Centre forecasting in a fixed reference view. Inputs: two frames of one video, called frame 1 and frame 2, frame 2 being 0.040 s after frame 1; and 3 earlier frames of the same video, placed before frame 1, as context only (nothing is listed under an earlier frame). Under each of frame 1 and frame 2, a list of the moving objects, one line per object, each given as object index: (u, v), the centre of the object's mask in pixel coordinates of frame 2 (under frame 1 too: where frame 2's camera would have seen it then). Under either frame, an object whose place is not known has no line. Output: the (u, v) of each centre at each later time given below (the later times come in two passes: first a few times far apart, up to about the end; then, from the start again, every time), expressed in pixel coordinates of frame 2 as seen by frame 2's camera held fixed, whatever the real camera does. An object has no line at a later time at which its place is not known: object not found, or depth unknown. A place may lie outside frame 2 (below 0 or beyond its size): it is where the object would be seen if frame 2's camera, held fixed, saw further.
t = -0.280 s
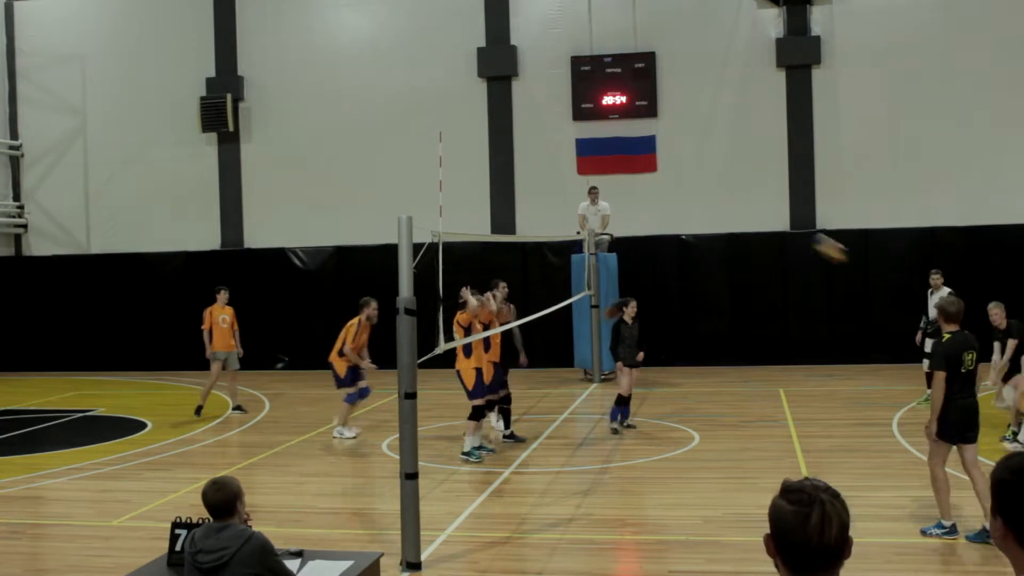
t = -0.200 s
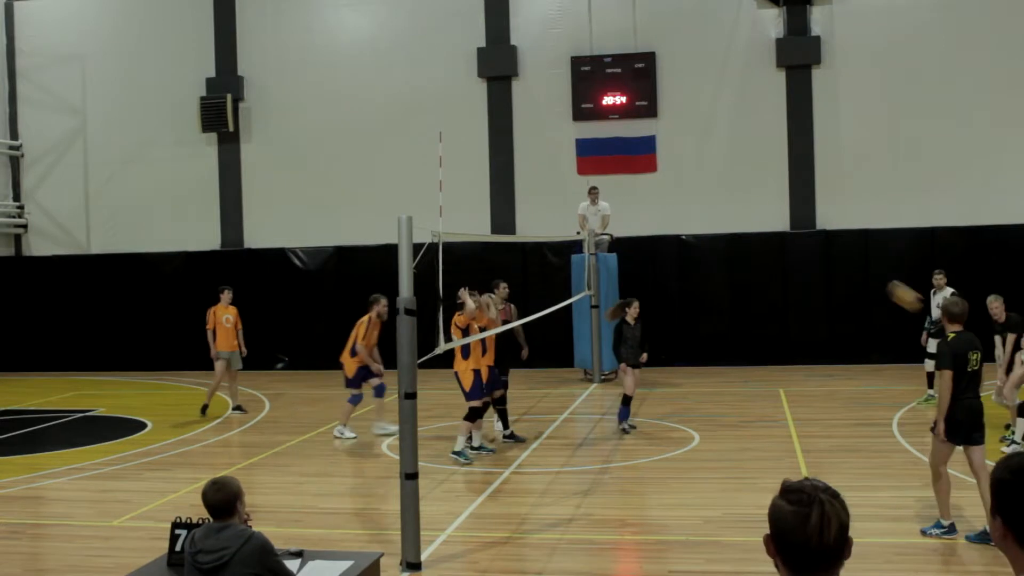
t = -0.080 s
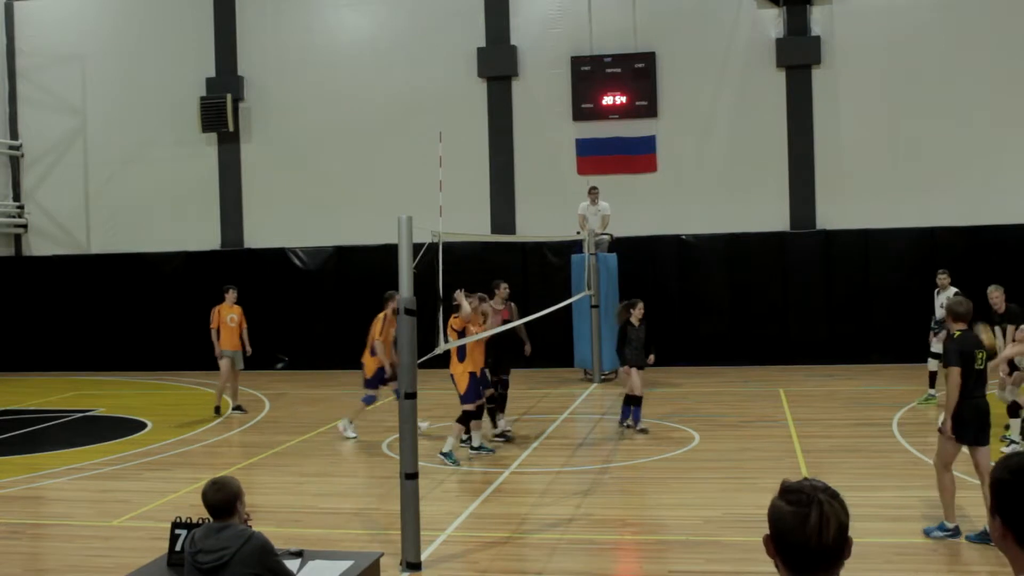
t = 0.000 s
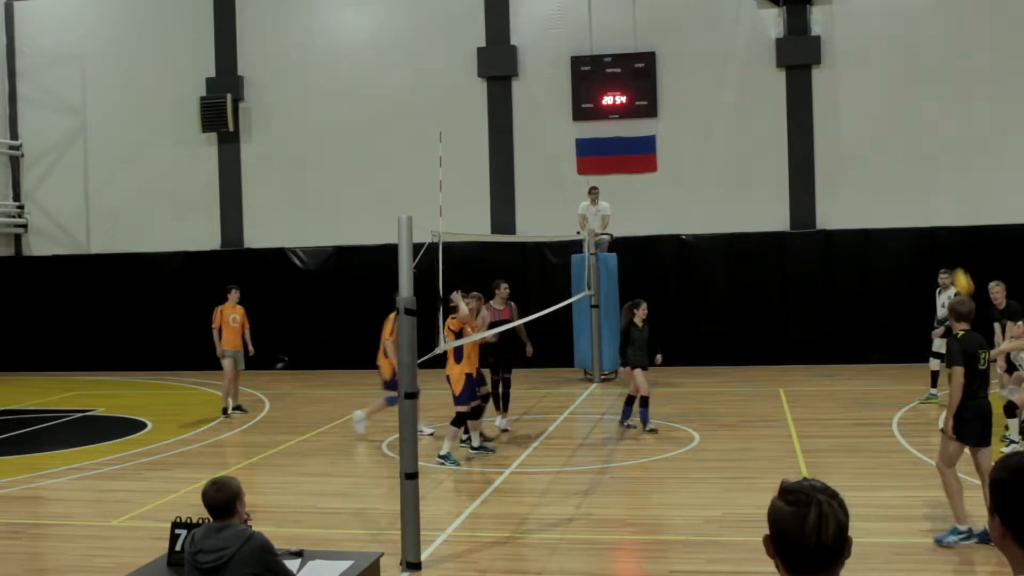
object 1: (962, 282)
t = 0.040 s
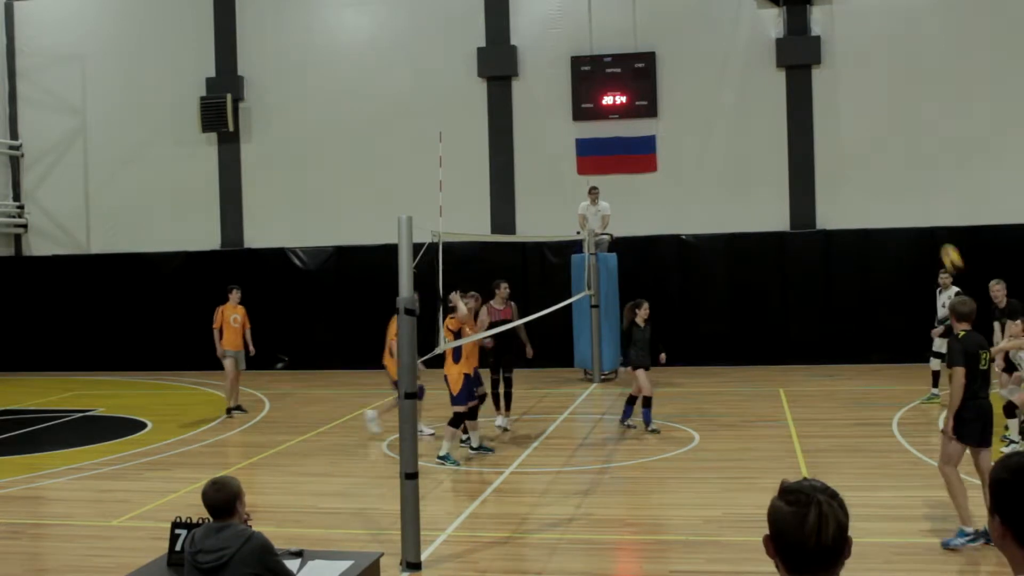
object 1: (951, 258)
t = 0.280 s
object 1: (893, 149)
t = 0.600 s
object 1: (828, 88)
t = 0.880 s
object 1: (782, 104)
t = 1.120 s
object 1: (747, 163)
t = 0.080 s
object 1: (941, 237)
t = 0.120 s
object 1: (930, 215)
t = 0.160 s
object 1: (920, 197)
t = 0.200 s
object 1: (910, 178)
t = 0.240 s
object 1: (901, 162)
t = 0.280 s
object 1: (893, 149)
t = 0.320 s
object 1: (883, 136)
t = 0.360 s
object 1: (875, 124)
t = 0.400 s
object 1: (866, 115)
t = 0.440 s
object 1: (858, 107)
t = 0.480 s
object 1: (850, 100)
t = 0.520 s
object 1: (842, 94)
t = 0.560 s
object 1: (835, 91)
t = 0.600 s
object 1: (828, 88)
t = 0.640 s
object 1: (821, 87)
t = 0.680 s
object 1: (814, 86)
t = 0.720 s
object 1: (807, 87)
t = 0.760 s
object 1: (801, 90)
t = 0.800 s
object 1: (795, 93)
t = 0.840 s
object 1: (788, 98)
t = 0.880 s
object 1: (782, 104)
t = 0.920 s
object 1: (776, 111)
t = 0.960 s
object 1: (770, 119)
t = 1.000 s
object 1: (764, 129)
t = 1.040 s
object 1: (758, 138)
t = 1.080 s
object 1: (753, 149)
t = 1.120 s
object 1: (747, 163)
